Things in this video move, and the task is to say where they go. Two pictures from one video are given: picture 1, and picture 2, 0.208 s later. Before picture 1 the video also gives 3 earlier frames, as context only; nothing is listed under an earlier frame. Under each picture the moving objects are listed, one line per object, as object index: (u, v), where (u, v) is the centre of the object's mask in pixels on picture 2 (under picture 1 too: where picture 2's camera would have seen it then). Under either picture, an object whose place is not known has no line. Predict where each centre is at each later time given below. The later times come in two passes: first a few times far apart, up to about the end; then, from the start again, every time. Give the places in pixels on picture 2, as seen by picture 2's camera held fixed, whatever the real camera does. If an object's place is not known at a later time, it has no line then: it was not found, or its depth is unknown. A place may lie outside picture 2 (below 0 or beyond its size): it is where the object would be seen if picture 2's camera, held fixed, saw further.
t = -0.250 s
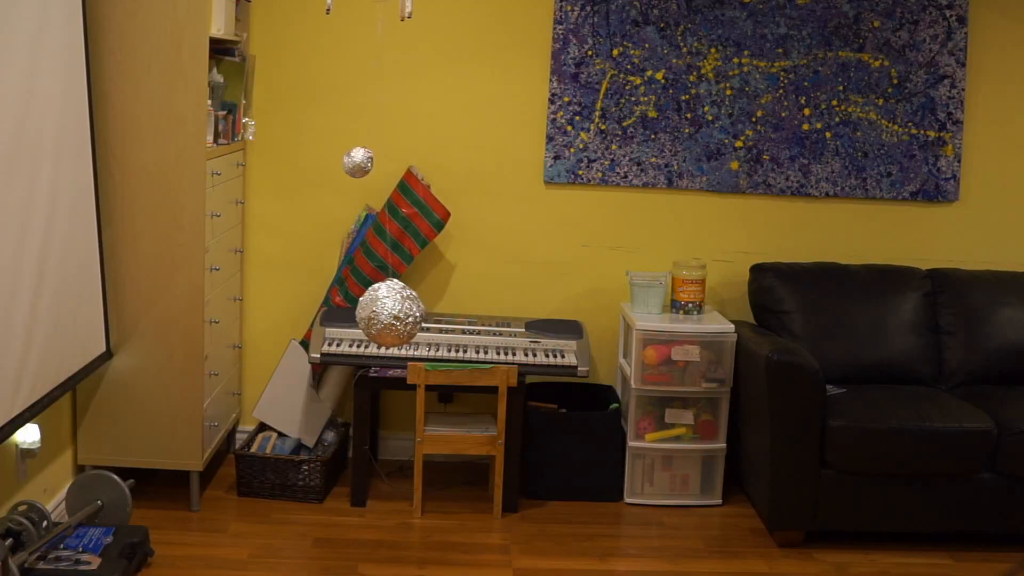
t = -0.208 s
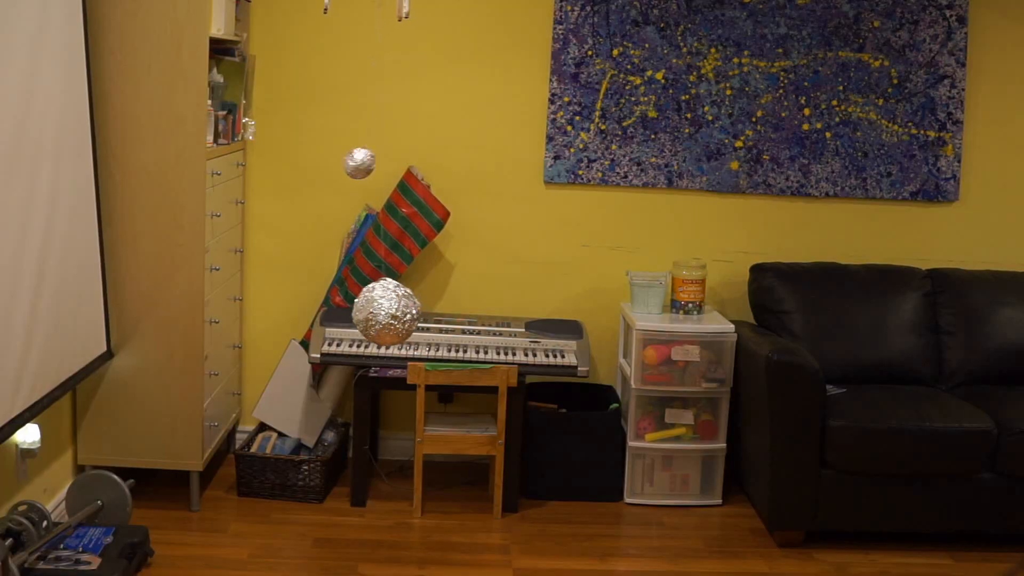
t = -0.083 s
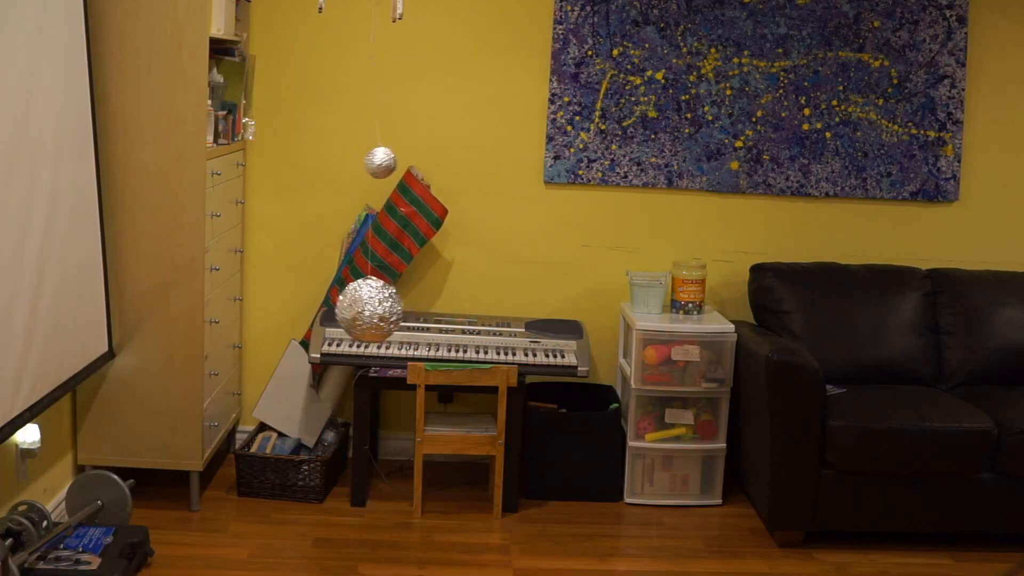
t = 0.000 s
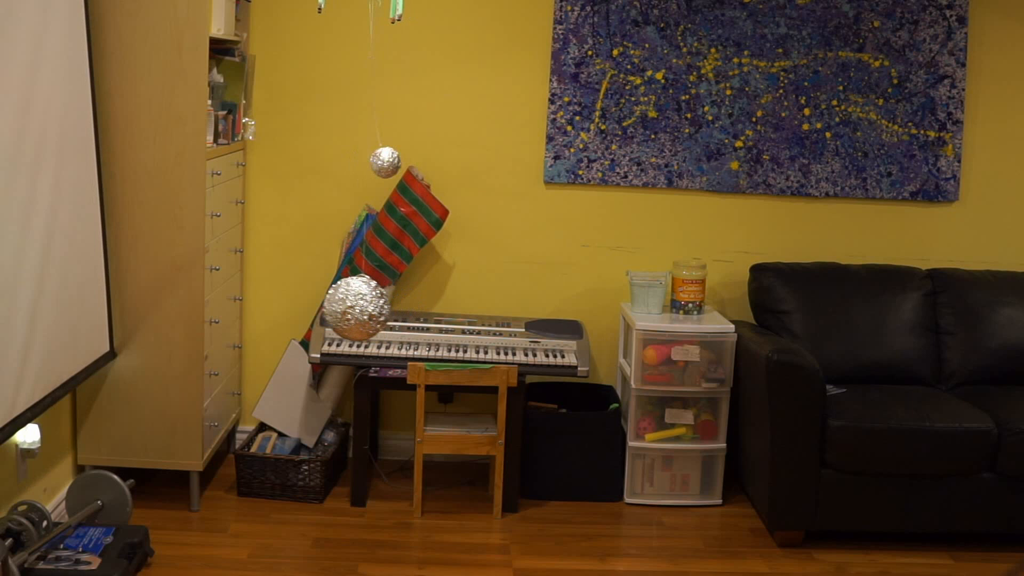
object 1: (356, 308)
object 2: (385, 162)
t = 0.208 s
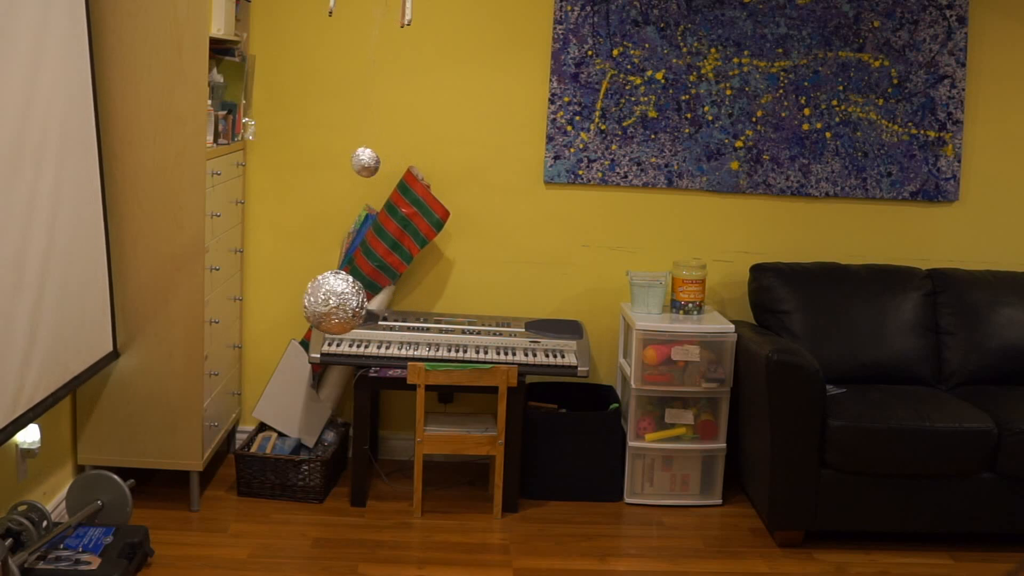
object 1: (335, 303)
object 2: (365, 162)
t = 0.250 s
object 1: (333, 302)
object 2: (363, 161)
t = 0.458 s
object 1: (334, 295)
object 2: (366, 157)
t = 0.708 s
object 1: (390, 296)
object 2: (431, 162)
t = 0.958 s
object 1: (465, 293)
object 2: (474, 160)
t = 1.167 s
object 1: (510, 289)
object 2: (464, 158)
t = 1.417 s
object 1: (508, 295)
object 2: (480, 159)
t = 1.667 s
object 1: (463, 299)
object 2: (469, 163)
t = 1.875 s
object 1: (415, 290)
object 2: (460, 160)
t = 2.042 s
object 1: (406, 287)
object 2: (474, 164)
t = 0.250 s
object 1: (333, 302)
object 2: (363, 161)
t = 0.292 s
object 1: (331, 299)
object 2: (362, 160)
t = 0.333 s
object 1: (332, 299)
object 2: (360, 159)
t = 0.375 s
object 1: (332, 298)
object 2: (358, 157)
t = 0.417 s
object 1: (333, 296)
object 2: (362, 157)
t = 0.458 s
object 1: (334, 295)
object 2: (366, 157)
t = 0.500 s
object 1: (339, 294)
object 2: (371, 156)
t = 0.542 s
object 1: (346, 296)
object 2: (379, 157)
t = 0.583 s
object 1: (357, 295)
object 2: (393, 157)
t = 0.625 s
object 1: (366, 295)
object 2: (406, 159)
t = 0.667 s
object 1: (378, 295)
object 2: (418, 161)
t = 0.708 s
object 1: (390, 296)
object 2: (431, 162)
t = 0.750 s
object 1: (404, 296)
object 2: (441, 163)
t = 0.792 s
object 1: (416, 296)
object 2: (449, 164)
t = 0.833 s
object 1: (429, 295)
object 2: (455, 163)
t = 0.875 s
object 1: (441, 294)
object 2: (462, 162)
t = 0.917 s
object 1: (453, 293)
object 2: (469, 160)
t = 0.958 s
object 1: (465, 293)
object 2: (474, 160)
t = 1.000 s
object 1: (476, 292)
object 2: (476, 161)
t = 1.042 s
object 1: (487, 291)
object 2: (474, 161)
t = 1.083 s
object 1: (496, 290)
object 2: (469, 161)
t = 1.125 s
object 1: (504, 290)
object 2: (467, 159)
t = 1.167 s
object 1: (510, 289)
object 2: (464, 158)
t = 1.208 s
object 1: (514, 289)
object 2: (463, 158)
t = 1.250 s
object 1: (517, 289)
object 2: (465, 157)
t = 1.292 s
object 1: (517, 291)
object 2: (467, 157)
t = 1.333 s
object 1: (516, 292)
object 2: (472, 157)
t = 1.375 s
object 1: (513, 294)
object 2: (476, 158)
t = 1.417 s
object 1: (508, 295)
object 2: (480, 159)
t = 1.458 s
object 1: (502, 297)
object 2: (484, 161)
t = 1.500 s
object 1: (495, 298)
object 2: (485, 161)
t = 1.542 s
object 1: (489, 300)
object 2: (484, 161)
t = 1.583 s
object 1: (481, 300)
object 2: (480, 162)
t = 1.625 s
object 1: (473, 300)
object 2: (475, 163)
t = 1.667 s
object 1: (463, 299)
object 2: (469, 163)
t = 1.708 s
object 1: (454, 298)
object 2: (465, 162)
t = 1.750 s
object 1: (444, 296)
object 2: (460, 161)
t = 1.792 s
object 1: (433, 294)
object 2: (458, 160)
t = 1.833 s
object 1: (423, 292)
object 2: (457, 159)
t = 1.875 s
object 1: (415, 290)
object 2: (460, 160)
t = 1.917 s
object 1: (409, 288)
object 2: (464, 161)
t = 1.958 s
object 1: (406, 287)
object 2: (469, 163)
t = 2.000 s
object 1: (405, 286)
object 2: (472, 164)
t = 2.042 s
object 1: (406, 287)
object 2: (474, 164)
